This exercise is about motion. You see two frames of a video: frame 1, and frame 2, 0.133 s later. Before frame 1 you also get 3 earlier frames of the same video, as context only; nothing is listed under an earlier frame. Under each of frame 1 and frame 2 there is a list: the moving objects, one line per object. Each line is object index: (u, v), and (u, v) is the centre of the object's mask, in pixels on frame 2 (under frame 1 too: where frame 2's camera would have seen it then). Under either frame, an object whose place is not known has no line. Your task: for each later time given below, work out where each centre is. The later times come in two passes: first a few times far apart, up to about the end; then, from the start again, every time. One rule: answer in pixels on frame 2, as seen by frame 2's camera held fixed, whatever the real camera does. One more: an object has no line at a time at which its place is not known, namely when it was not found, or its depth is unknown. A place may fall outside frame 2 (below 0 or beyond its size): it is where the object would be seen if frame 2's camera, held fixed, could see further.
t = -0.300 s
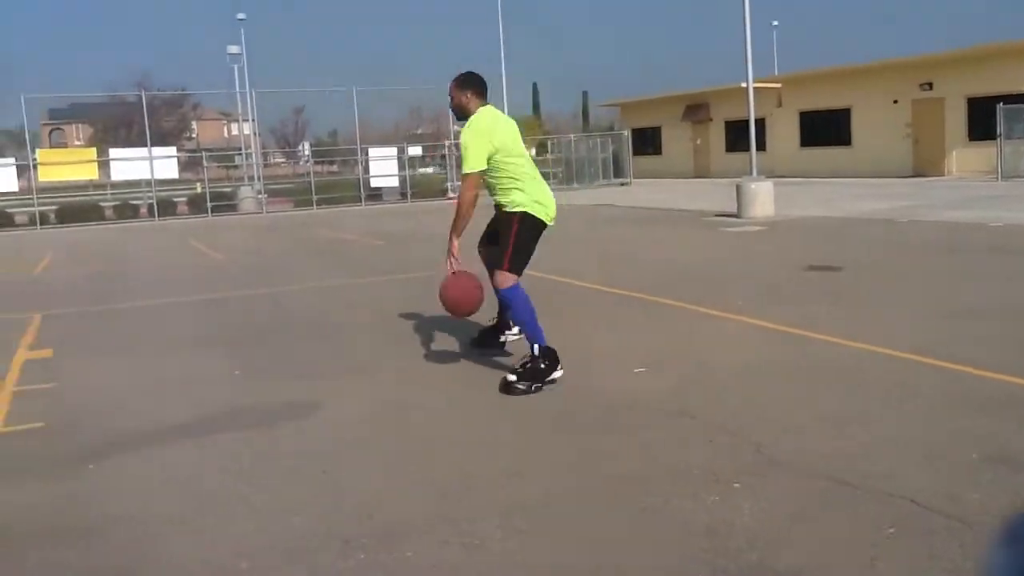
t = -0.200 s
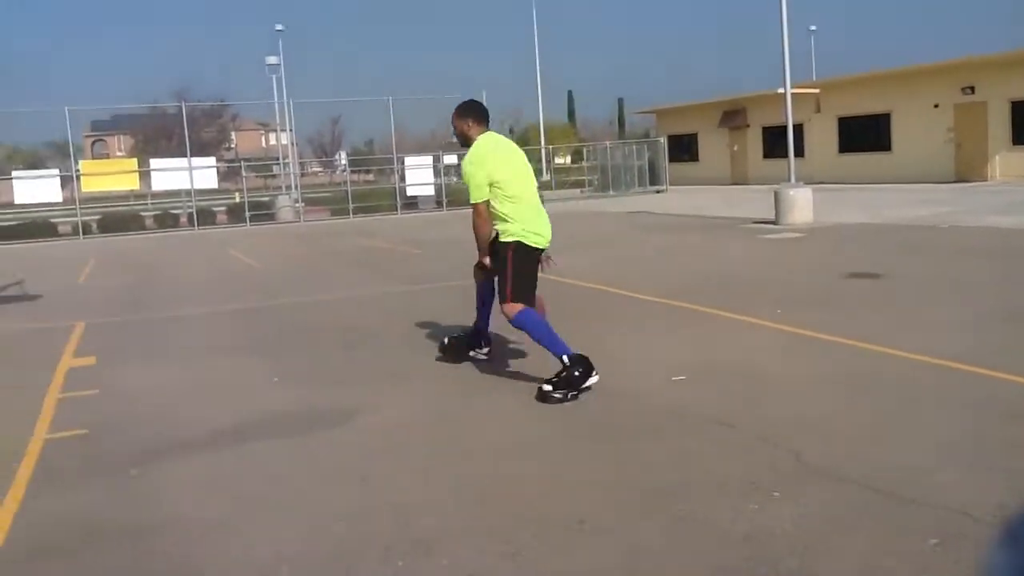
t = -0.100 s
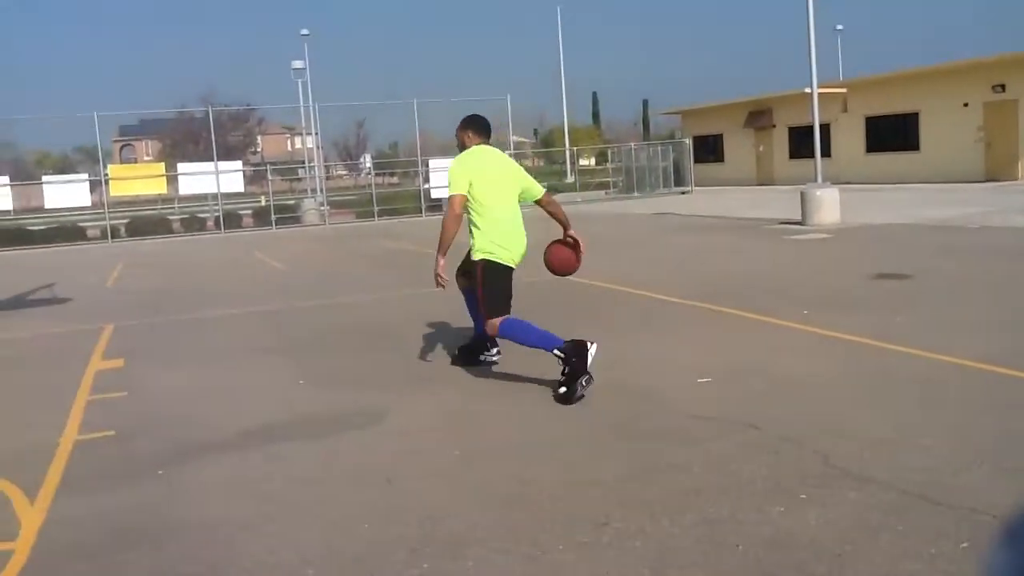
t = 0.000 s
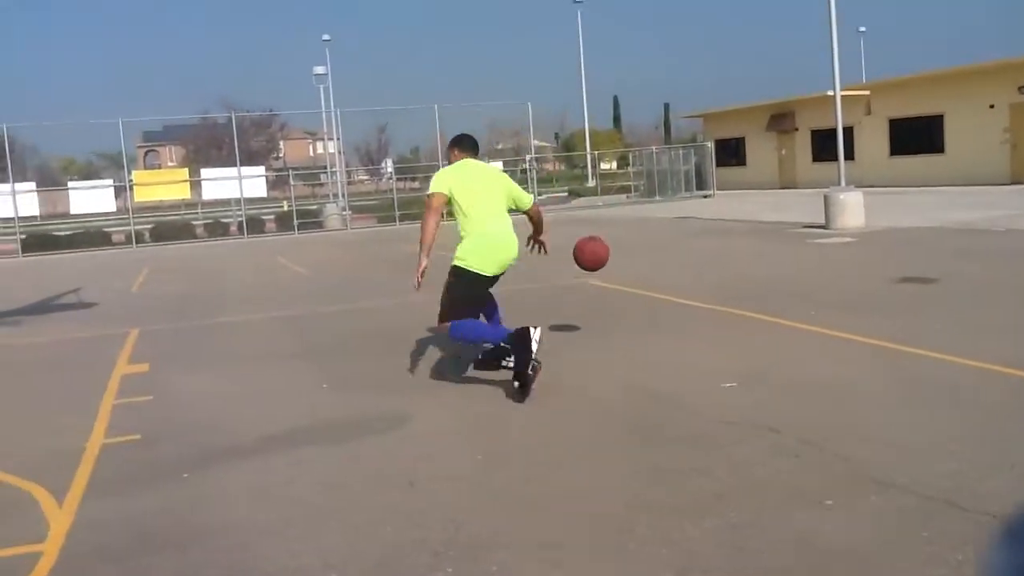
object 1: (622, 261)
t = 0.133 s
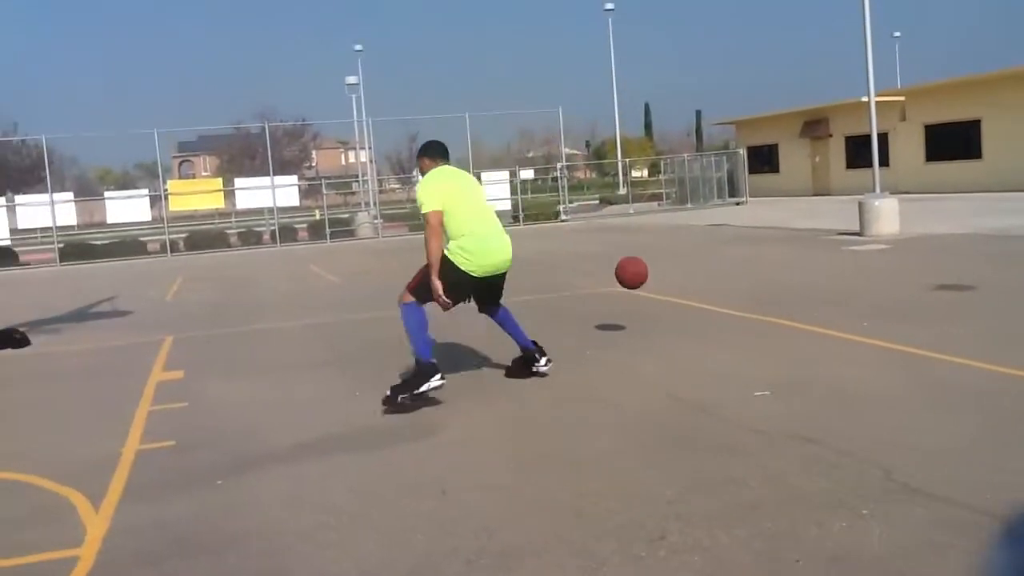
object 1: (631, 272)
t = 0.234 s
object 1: (638, 295)
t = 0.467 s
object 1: (650, 264)
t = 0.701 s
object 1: (661, 256)
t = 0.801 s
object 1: (666, 269)
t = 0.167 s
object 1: (634, 278)
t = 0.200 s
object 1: (636, 286)
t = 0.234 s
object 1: (638, 295)
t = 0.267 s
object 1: (641, 305)
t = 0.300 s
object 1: (643, 311)
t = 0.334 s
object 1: (644, 298)
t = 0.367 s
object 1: (645, 287)
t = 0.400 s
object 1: (647, 278)
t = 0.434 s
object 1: (648, 270)
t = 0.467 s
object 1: (650, 264)
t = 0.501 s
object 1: (651, 259)
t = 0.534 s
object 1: (653, 256)
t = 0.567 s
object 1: (654, 253)
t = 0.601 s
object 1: (656, 252)
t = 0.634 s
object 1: (657, 252)
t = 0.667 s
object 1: (659, 253)
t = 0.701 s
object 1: (661, 256)
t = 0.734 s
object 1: (663, 259)
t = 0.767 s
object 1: (664, 264)
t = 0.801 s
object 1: (666, 269)
